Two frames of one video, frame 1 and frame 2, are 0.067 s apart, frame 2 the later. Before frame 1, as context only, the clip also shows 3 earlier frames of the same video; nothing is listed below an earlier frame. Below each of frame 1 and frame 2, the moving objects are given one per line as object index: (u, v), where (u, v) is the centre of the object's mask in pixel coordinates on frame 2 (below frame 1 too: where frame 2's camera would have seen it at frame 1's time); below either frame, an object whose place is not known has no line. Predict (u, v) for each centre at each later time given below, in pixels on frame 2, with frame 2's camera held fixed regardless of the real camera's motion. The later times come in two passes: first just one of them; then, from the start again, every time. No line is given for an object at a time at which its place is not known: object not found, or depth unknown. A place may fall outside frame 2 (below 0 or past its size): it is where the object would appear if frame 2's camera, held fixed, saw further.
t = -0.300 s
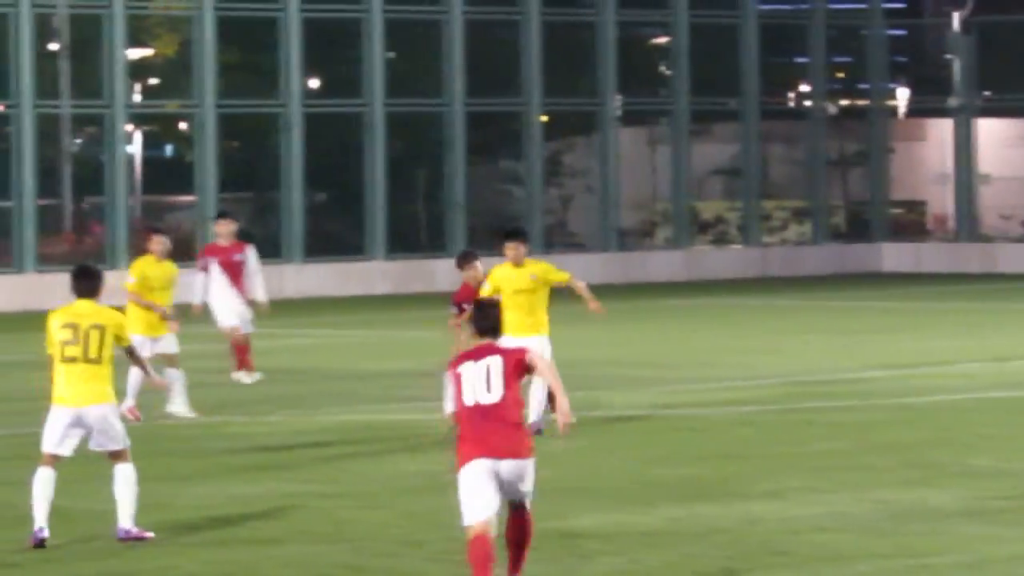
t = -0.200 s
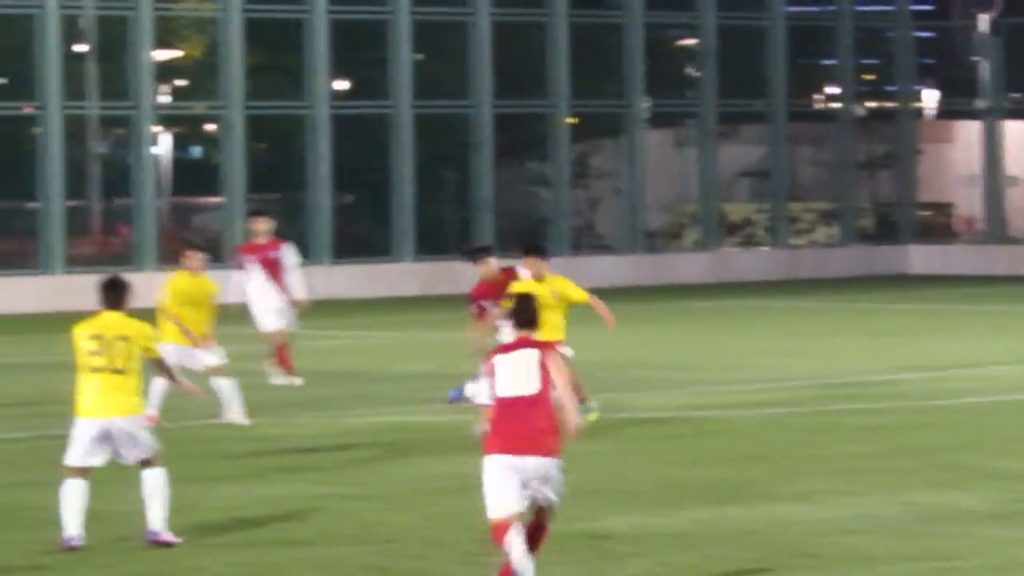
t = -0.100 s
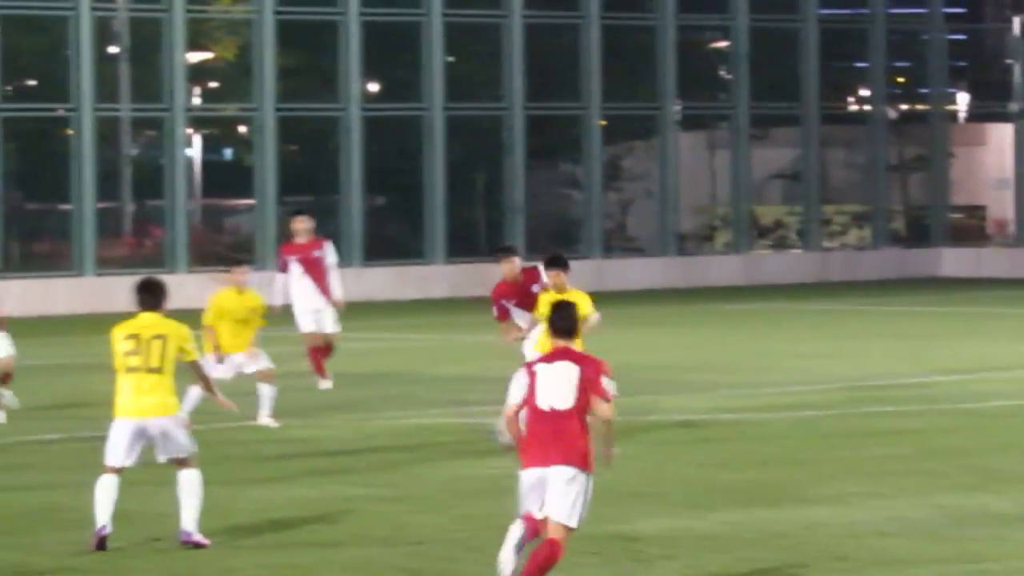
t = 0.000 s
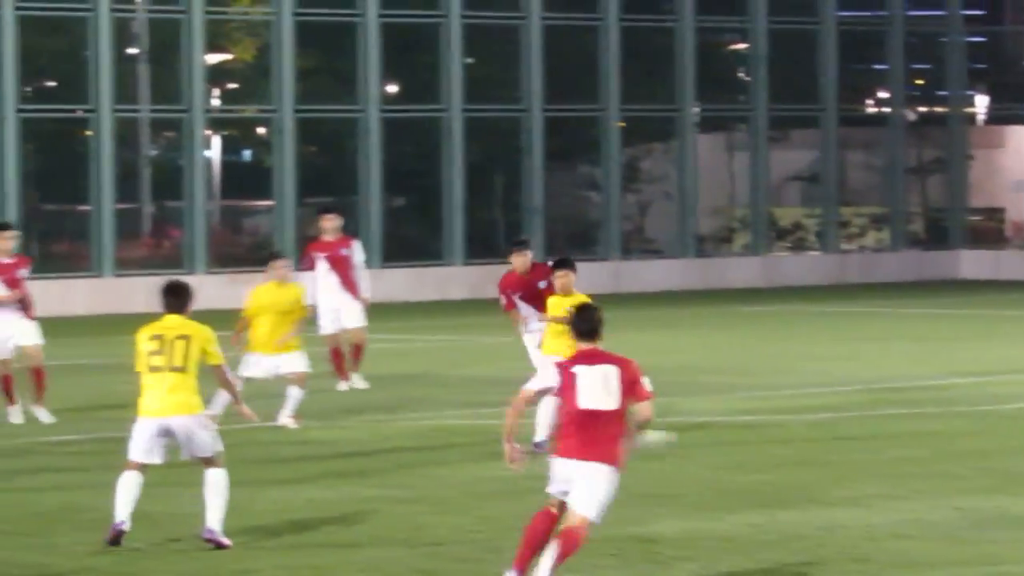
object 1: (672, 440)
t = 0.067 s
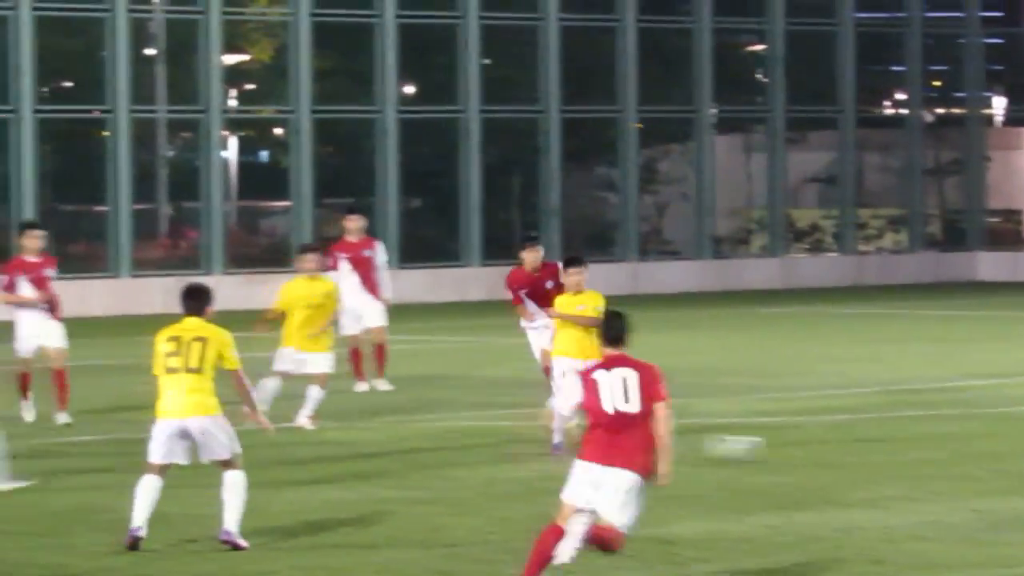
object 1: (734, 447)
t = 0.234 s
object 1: (909, 455)
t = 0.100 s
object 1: (769, 447)
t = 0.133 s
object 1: (805, 448)
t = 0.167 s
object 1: (841, 452)
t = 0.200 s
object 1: (876, 452)
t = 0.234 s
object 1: (909, 455)
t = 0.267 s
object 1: (942, 458)
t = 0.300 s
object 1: (973, 461)
